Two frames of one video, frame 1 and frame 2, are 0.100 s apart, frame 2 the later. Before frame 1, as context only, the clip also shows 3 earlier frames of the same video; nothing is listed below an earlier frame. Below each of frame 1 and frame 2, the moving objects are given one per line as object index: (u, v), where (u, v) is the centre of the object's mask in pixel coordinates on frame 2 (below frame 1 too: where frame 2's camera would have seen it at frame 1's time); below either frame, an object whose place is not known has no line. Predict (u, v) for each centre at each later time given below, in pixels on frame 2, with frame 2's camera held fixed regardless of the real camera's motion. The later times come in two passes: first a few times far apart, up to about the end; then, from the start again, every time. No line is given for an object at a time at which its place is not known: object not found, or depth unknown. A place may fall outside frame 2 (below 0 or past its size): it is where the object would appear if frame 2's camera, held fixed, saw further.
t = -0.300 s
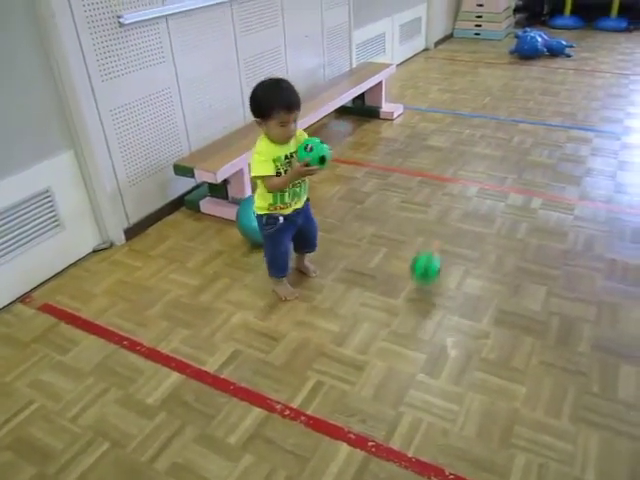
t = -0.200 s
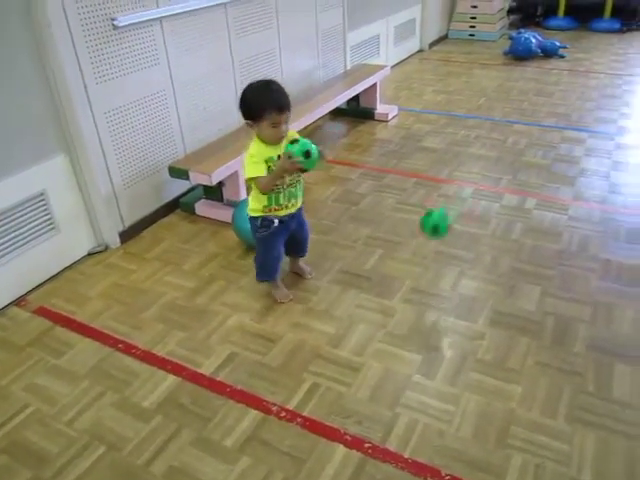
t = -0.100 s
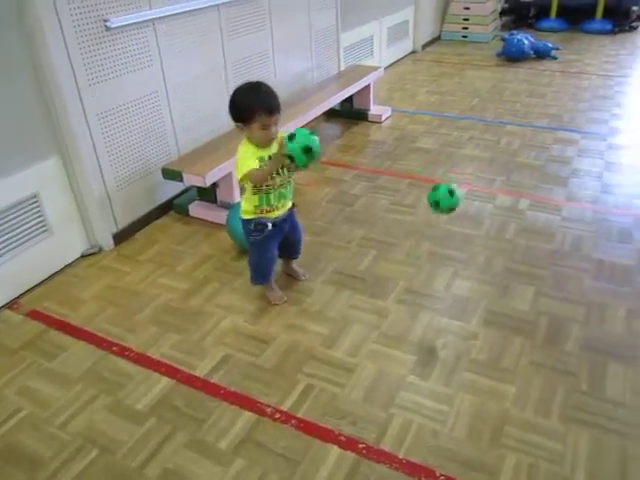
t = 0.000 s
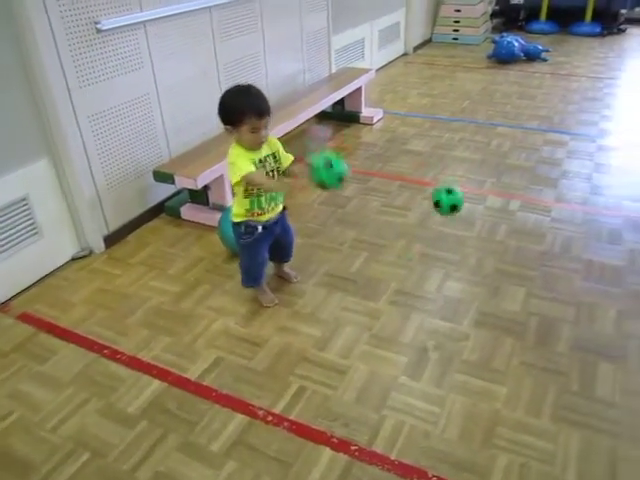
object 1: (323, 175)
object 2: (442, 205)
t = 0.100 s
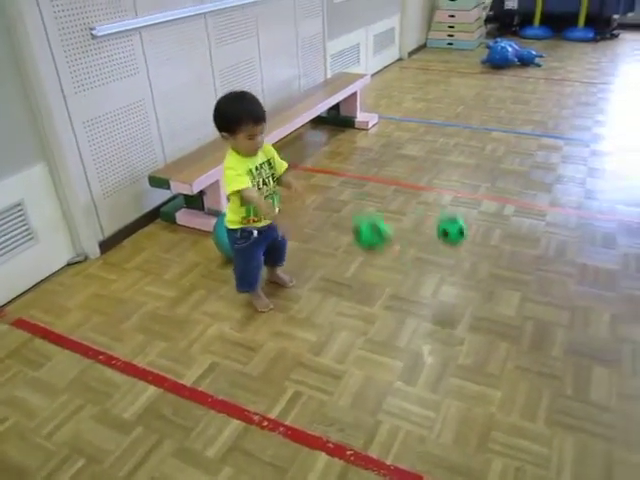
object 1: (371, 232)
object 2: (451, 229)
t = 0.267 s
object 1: (433, 326)
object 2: (467, 243)
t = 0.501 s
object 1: (464, 252)
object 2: (486, 226)
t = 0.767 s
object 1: (482, 338)
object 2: (503, 221)
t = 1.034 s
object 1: (524, 294)
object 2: (514, 219)
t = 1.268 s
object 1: (547, 320)
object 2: (522, 216)
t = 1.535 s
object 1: (562, 335)
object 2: (528, 212)
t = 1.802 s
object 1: (581, 325)
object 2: (531, 204)
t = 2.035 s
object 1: (591, 313)
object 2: (530, 199)
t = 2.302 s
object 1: (597, 295)
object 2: (527, 191)
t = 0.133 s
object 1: (387, 255)
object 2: (454, 242)
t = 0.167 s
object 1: (402, 282)
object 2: (456, 256)
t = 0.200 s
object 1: (416, 310)
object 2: (458, 270)
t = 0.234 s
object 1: (427, 338)
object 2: (462, 255)
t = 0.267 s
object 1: (433, 326)
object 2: (467, 243)
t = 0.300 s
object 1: (438, 308)
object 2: (470, 234)
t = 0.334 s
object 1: (443, 292)
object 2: (474, 226)
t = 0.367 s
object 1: (448, 278)
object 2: (477, 222)
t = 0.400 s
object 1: (452, 268)
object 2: (480, 219)
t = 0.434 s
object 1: (457, 259)
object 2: (482, 219)
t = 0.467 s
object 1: (461, 254)
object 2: (484, 220)
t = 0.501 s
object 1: (464, 252)
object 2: (486, 226)
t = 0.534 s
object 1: (467, 253)
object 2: (489, 232)
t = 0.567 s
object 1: (471, 257)
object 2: (492, 240)
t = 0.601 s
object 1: (473, 264)
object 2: (495, 248)
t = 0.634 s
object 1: (475, 274)
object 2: (493, 240)
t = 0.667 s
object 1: (477, 286)
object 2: (497, 232)
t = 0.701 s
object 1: (479, 302)
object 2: (498, 226)
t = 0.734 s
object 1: (480, 320)
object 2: (501, 222)
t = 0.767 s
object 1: (482, 338)
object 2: (503, 221)
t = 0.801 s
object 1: (486, 334)
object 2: (505, 221)
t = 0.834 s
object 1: (493, 321)
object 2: (506, 225)
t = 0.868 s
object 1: (500, 308)
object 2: (506, 230)
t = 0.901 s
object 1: (505, 300)
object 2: (507, 237)
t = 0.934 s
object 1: (511, 294)
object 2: (509, 231)
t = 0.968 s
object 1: (515, 292)
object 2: (511, 225)
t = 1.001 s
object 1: (520, 292)
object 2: (513, 221)
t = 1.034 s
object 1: (524, 294)
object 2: (514, 219)
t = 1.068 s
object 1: (528, 299)
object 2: (515, 219)
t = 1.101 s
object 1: (531, 308)
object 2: (516, 221)
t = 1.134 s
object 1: (533, 319)
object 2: (517, 224)
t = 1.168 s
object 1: (535, 332)
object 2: (518, 224)
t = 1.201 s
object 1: (537, 342)
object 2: (519, 220)
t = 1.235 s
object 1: (542, 330)
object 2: (521, 217)
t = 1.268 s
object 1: (547, 320)
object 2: (522, 216)
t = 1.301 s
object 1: (550, 312)
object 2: (523, 216)
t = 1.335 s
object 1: (554, 308)
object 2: (523, 219)
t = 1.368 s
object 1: (557, 306)
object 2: (524, 219)
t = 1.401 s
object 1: (559, 307)
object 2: (525, 214)
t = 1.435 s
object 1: (561, 310)
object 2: (526, 212)
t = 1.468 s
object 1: (562, 316)
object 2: (527, 212)
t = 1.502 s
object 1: (562, 324)
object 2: (527, 214)
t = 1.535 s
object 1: (562, 335)
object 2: (528, 212)
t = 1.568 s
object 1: (566, 329)
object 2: (529, 210)
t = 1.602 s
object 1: (570, 319)
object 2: (530, 209)
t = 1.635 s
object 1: (574, 314)
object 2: (530, 210)
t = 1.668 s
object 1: (577, 311)
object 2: (530, 208)
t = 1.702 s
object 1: (579, 311)
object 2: (530, 206)
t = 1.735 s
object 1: (580, 313)
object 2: (530, 206)
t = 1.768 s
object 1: (581, 317)
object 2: (531, 206)
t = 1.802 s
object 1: (581, 325)
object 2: (531, 204)
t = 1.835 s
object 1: (584, 318)
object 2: (531, 204)
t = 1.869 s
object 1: (587, 311)
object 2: (531, 202)
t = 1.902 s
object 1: (589, 308)
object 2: (531, 201)
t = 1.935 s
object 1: (590, 306)
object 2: (531, 201)
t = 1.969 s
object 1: (591, 307)
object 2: (530, 200)
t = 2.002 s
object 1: (591, 310)
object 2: (530, 200)
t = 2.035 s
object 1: (591, 313)
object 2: (530, 199)
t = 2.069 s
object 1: (594, 307)
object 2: (530, 199)
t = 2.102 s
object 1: (595, 302)
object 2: (529, 197)
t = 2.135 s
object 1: (595, 300)
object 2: (529, 196)
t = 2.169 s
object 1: (596, 300)
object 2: (529, 195)
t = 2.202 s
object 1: (595, 304)
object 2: (529, 195)
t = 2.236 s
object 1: (596, 302)
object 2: (528, 193)
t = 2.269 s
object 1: (597, 297)
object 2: (527, 192)
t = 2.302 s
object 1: (597, 295)
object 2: (527, 191)
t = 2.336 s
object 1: (597, 295)
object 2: (526, 190)
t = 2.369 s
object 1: (596, 298)
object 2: (525, 189)
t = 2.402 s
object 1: (596, 295)
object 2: (525, 188)
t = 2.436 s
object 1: (597, 291)
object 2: (525, 188)
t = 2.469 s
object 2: (524, 186)
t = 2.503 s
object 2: (523, 186)
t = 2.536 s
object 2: (523, 185)
